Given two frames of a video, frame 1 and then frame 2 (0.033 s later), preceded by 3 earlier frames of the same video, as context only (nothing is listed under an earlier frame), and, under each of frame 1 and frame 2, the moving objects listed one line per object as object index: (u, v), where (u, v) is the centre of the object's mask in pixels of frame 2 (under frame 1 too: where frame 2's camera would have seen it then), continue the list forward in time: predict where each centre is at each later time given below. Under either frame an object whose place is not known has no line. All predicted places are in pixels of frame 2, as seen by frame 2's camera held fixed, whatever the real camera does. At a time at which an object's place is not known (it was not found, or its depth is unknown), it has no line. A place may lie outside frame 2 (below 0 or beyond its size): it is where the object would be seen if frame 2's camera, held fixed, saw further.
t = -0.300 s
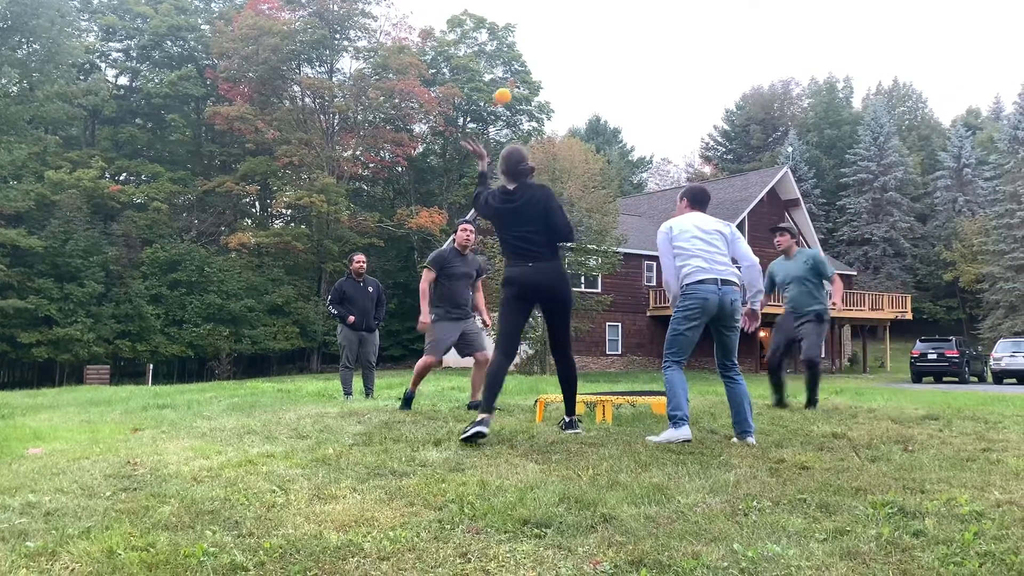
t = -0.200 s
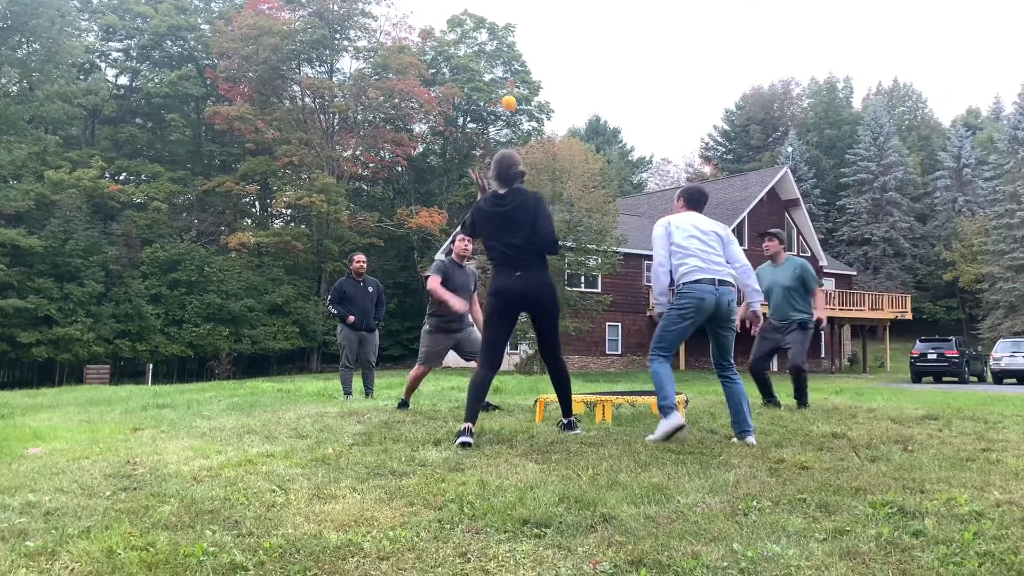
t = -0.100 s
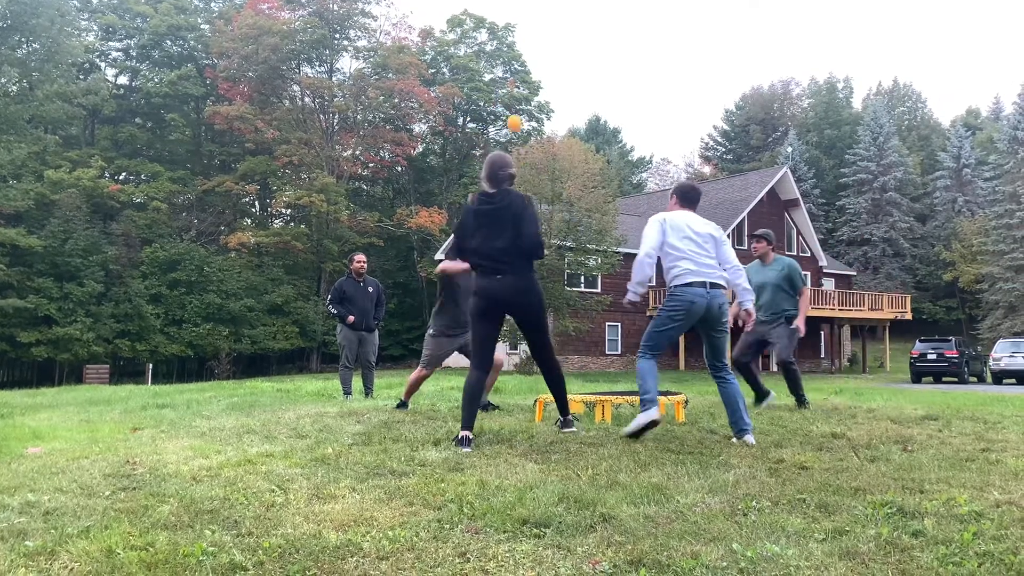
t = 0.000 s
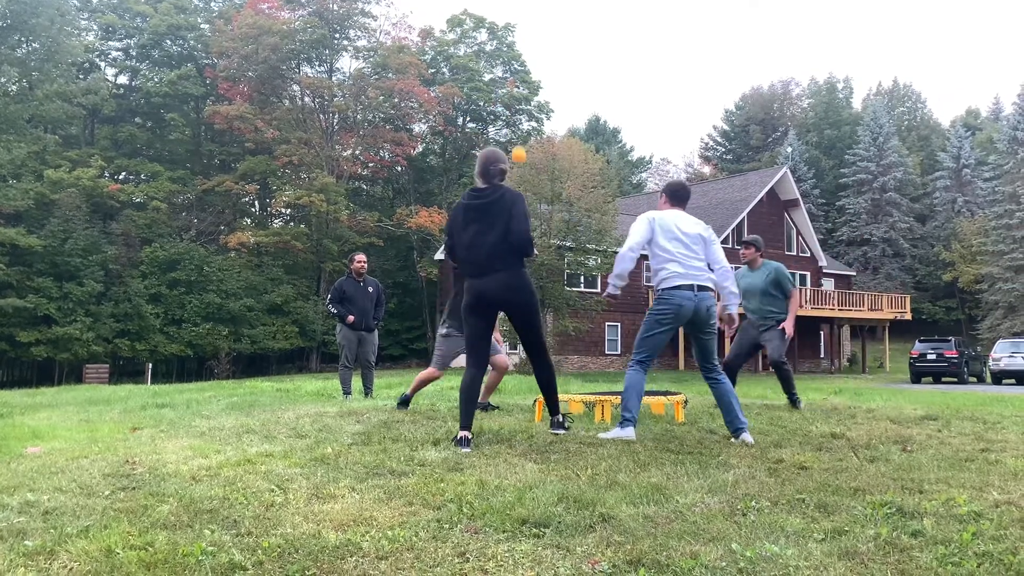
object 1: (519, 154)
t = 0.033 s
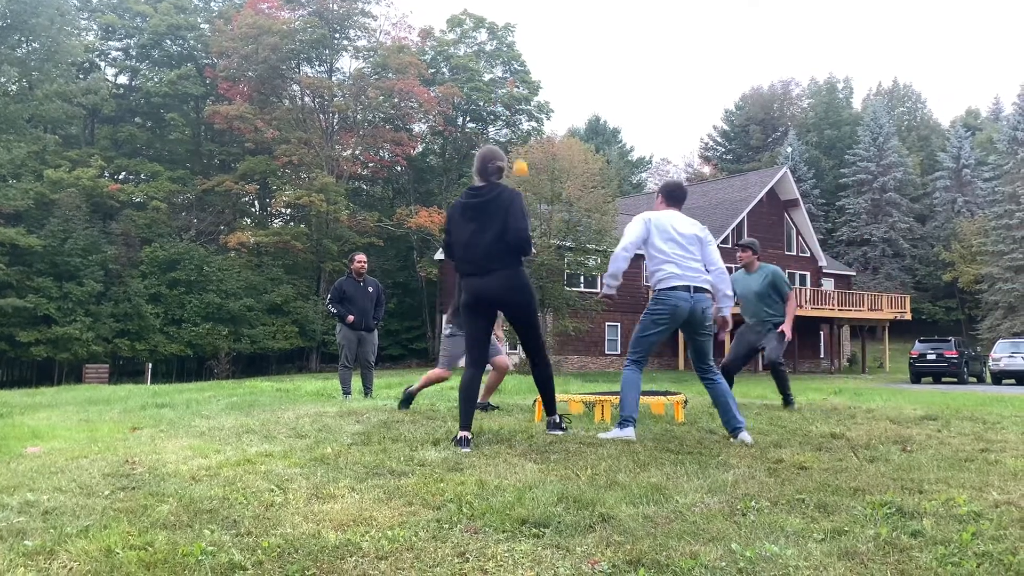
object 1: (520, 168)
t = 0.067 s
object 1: (522, 181)
